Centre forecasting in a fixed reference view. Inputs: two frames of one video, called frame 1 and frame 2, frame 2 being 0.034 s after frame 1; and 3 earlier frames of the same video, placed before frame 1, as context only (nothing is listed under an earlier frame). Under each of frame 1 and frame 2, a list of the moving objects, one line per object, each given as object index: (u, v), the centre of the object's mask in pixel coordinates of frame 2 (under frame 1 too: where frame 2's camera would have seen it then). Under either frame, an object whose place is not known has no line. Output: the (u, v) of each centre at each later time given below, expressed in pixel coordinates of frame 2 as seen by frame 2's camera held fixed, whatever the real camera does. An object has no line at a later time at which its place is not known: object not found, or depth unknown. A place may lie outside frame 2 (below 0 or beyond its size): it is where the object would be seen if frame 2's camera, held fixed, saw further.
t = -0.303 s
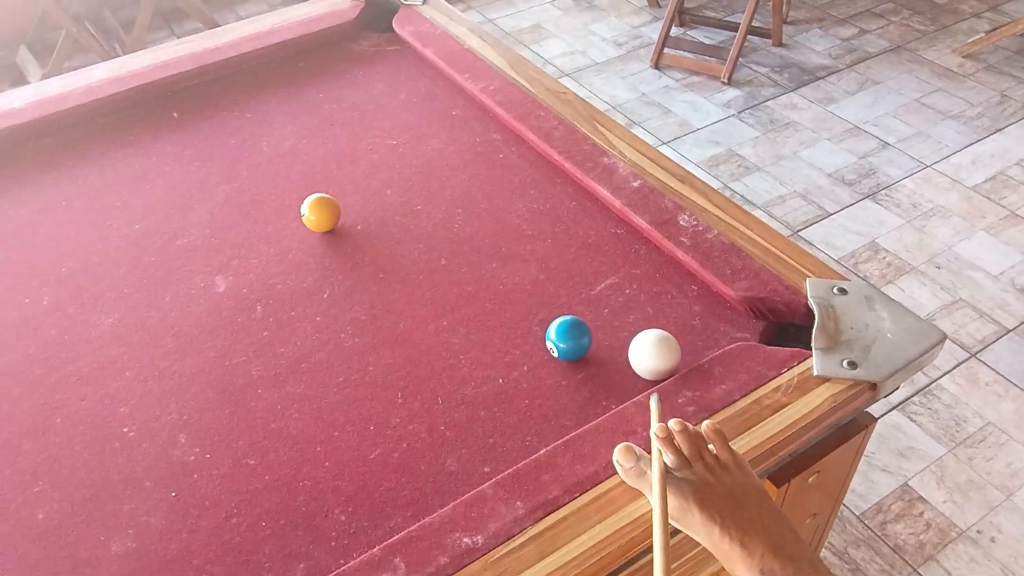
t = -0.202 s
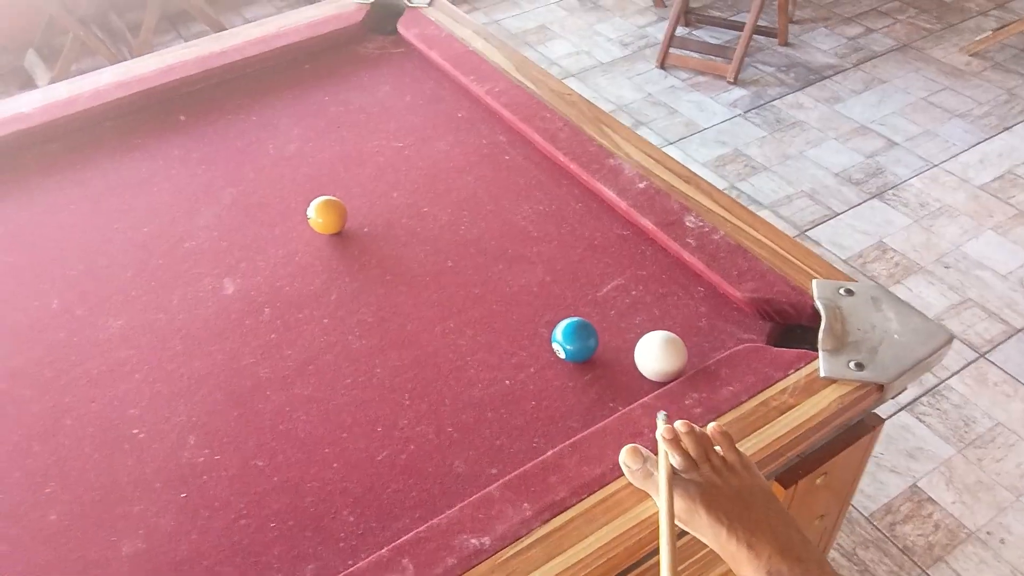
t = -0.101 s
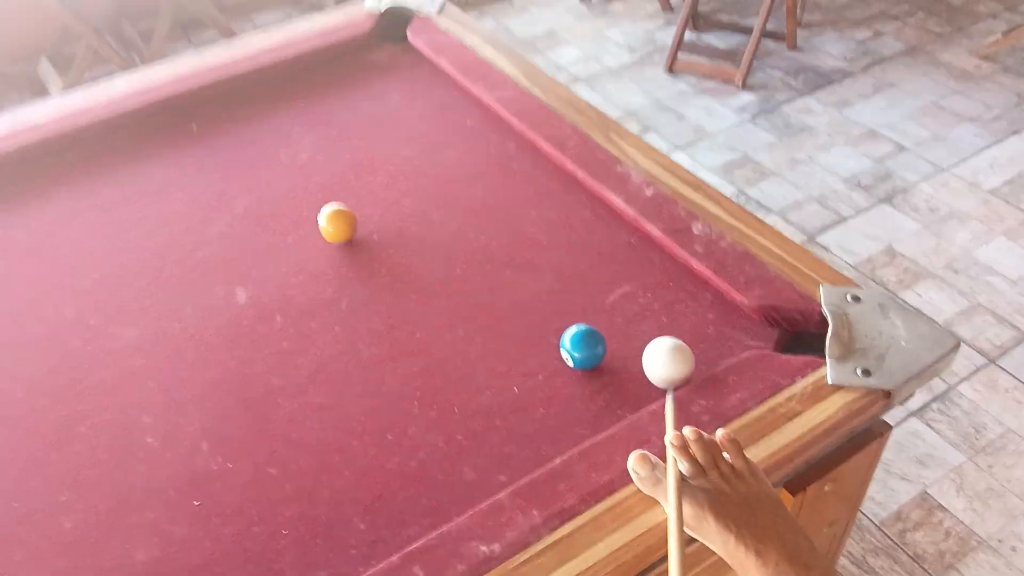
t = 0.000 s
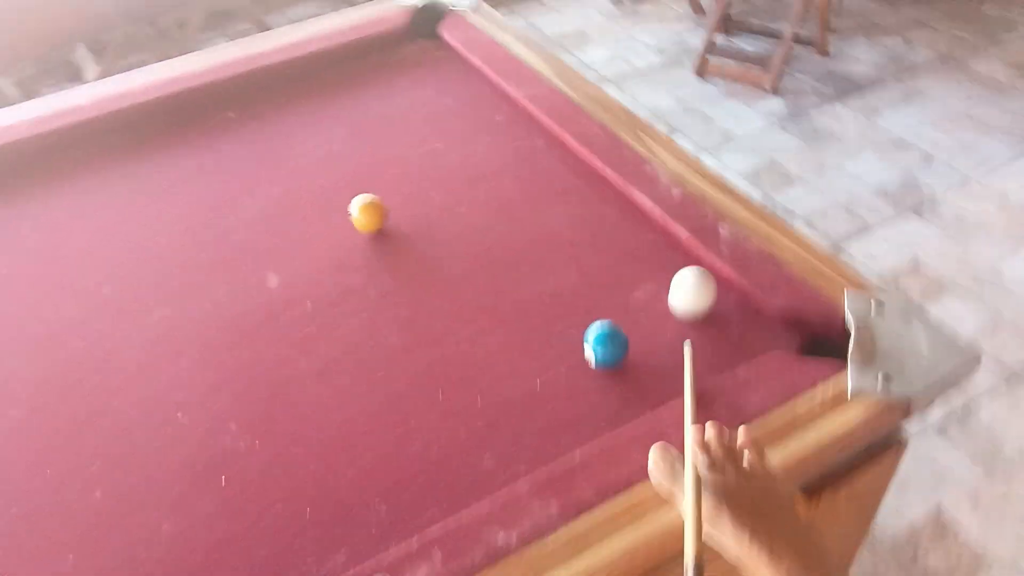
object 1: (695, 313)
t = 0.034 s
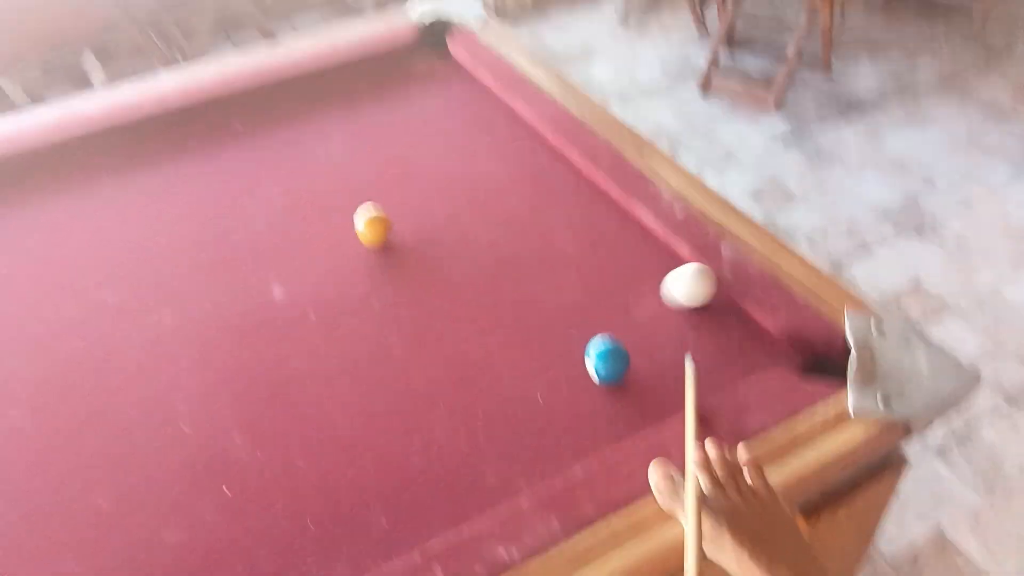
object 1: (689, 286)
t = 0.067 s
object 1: (662, 279)
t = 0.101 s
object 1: (636, 276)
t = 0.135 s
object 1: (613, 271)
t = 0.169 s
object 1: (590, 267)
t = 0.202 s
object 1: (567, 262)
